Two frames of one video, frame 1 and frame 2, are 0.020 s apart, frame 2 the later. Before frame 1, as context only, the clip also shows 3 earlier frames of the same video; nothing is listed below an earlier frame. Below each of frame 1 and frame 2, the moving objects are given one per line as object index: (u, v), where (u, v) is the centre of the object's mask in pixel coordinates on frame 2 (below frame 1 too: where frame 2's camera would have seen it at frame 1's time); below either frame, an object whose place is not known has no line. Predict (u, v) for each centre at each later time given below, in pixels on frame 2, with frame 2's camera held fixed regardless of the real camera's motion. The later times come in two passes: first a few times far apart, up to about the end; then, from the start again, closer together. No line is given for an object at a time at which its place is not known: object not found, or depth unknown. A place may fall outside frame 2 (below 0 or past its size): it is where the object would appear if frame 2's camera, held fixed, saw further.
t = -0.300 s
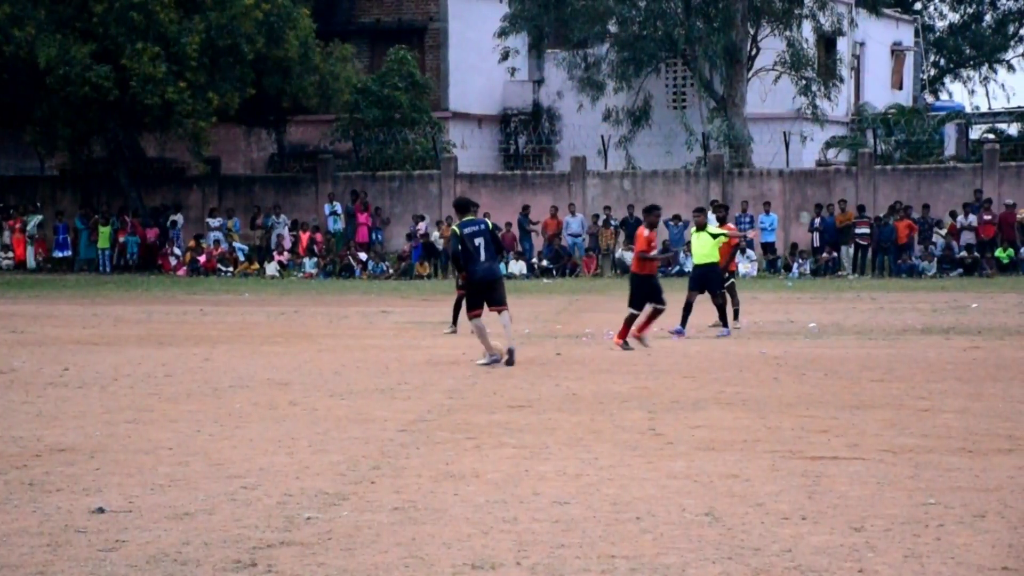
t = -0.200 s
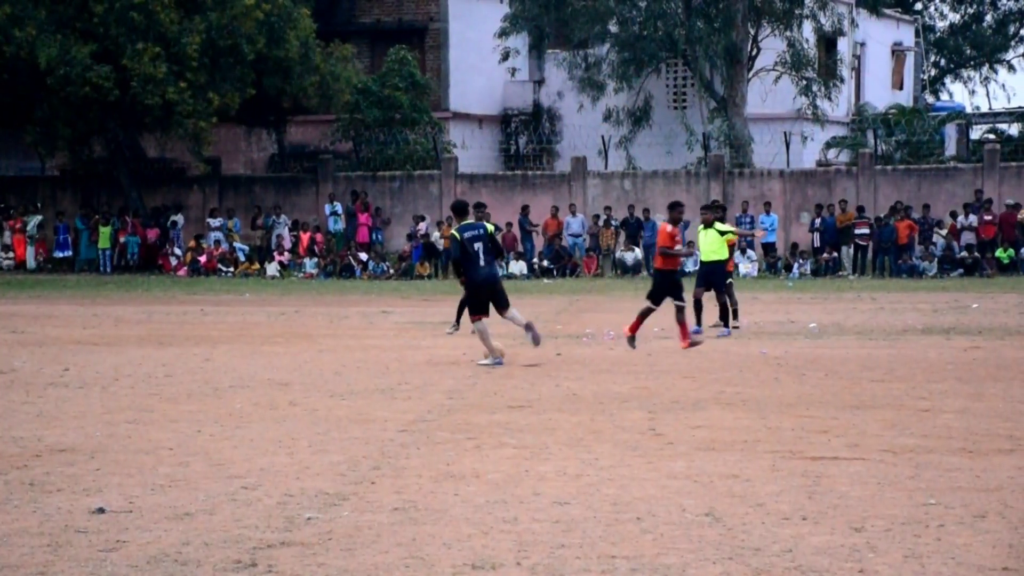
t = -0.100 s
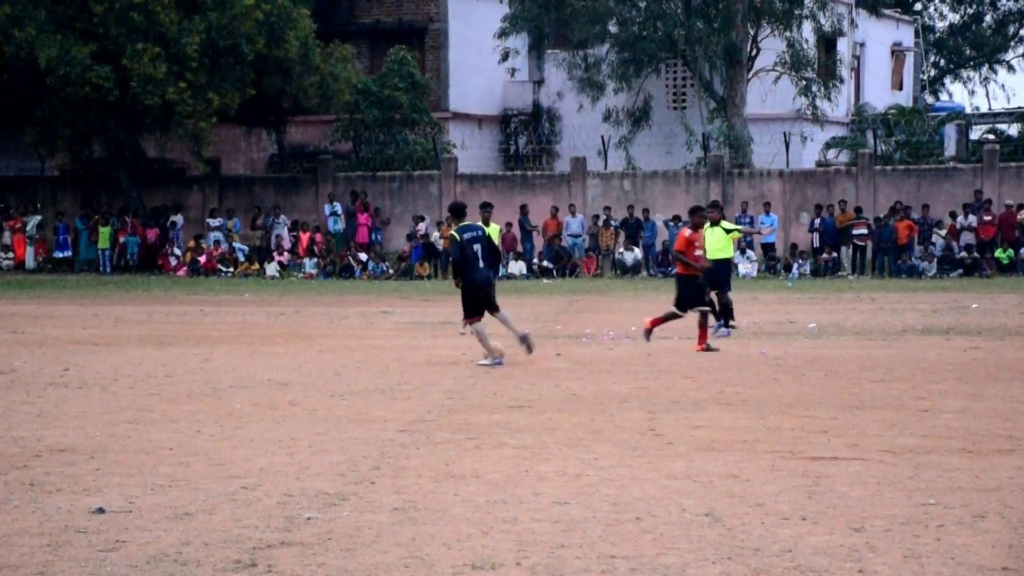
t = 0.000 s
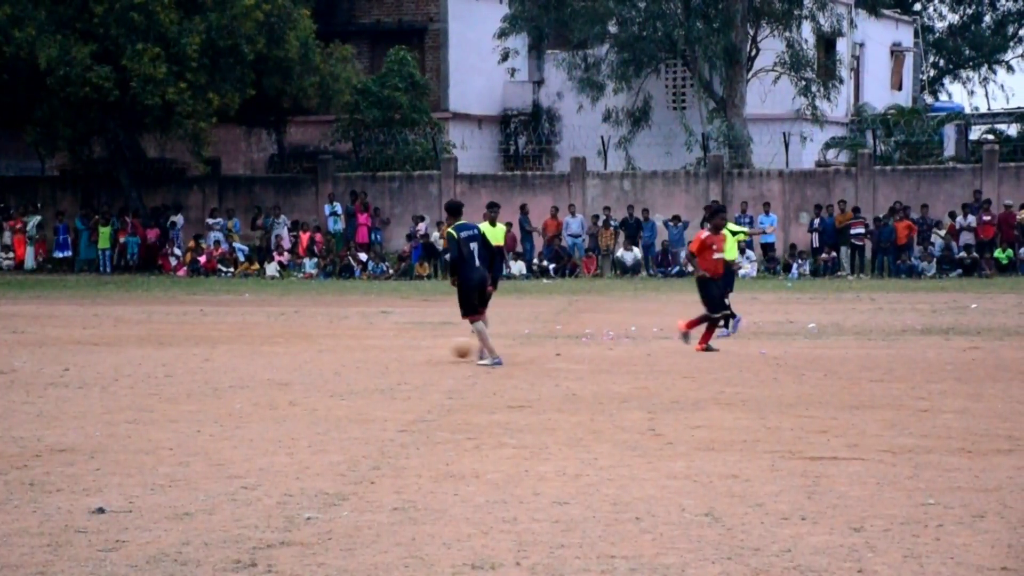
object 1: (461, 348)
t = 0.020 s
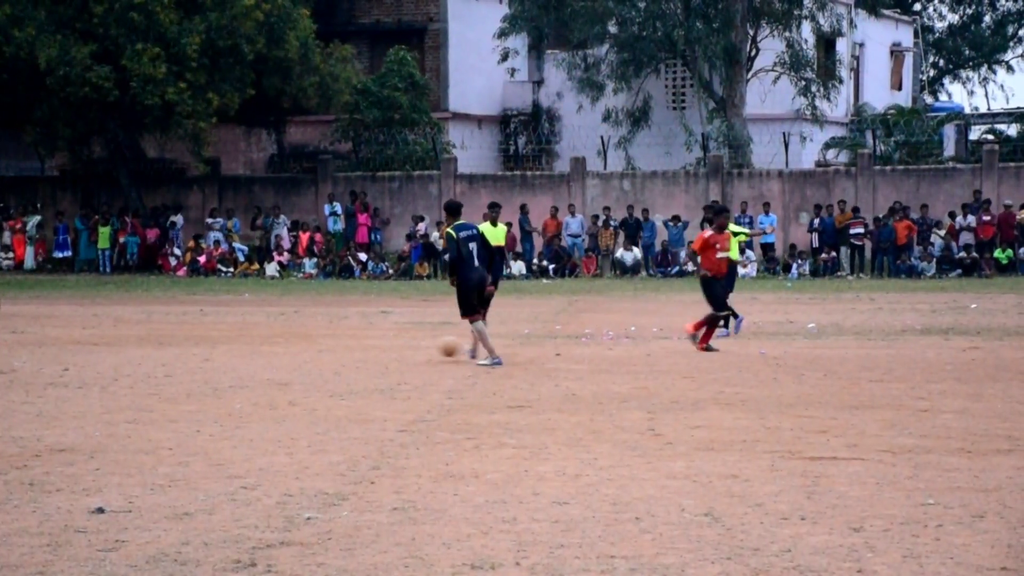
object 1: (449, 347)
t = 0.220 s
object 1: (329, 345)
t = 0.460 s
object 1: (219, 343)
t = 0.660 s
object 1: (151, 341)
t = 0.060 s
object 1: (424, 344)
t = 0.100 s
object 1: (399, 344)
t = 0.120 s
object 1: (386, 345)
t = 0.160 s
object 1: (362, 347)
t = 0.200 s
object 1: (340, 346)
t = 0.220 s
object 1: (329, 345)
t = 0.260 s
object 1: (309, 344)
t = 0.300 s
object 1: (288, 345)
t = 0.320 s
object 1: (278, 346)
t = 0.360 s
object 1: (260, 344)
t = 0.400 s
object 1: (243, 344)
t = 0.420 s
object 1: (234, 345)
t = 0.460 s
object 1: (219, 343)
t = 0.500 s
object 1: (205, 341)
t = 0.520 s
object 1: (198, 340)
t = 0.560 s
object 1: (184, 340)
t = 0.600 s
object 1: (169, 342)
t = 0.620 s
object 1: (162, 343)
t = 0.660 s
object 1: (151, 341)
